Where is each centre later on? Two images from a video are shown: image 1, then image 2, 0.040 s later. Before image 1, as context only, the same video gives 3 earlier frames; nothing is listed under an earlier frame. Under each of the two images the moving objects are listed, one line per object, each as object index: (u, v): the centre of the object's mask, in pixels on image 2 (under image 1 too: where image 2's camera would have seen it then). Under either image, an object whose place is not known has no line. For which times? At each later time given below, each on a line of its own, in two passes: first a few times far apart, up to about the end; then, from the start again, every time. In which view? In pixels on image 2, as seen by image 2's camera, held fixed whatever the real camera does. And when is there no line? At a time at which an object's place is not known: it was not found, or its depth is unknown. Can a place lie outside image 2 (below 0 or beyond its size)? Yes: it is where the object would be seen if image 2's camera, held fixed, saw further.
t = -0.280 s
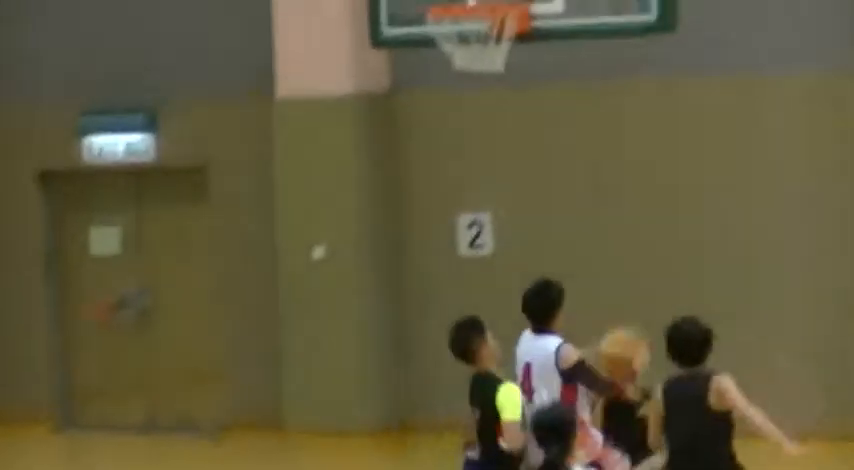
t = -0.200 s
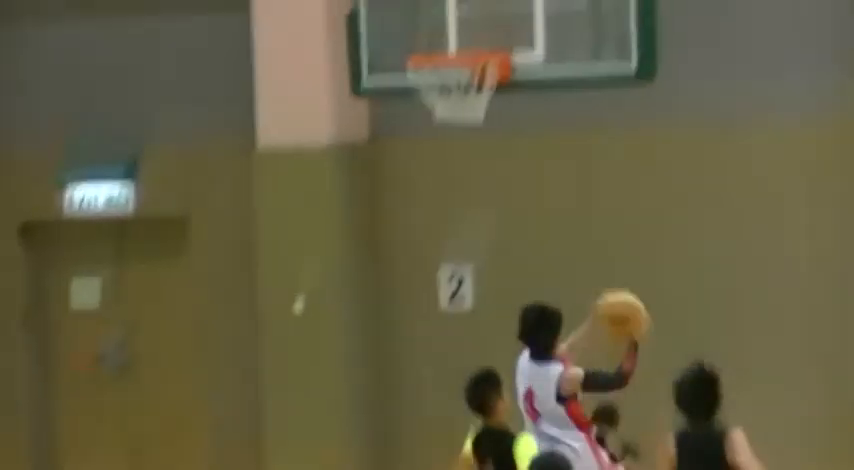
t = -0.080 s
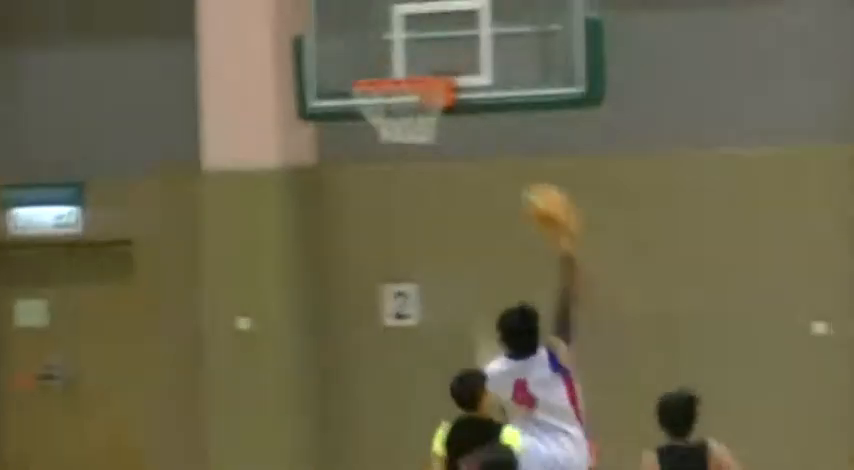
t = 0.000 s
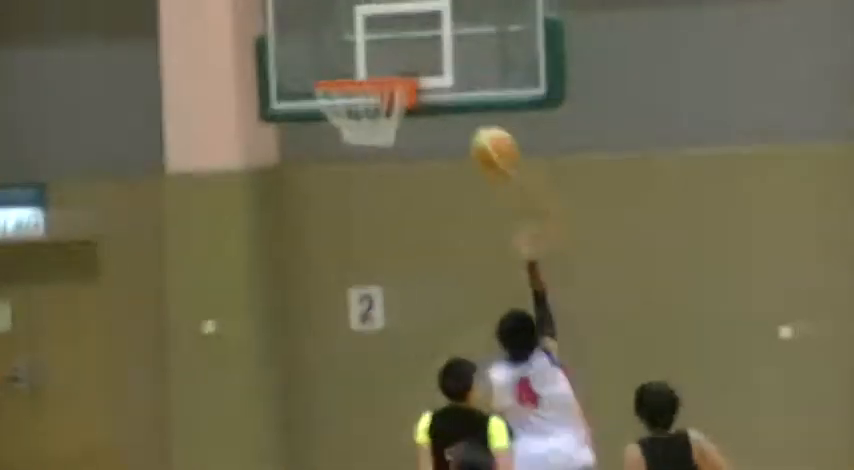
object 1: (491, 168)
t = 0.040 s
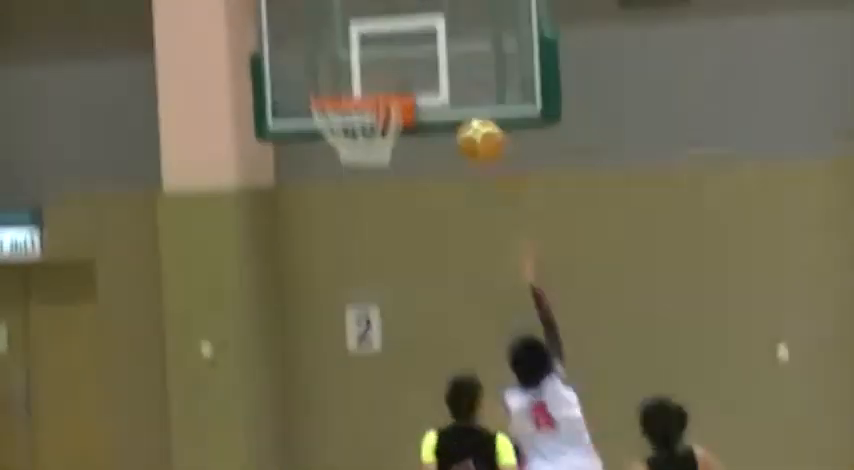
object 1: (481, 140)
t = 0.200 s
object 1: (447, 63)
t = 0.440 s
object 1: (367, 61)
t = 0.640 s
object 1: (371, 119)
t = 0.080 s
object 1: (472, 116)
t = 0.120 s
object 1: (463, 94)
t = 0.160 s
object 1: (455, 76)
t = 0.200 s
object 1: (447, 63)
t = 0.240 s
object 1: (440, 52)
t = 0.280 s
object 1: (424, 47)
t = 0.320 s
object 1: (408, 47)
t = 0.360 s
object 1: (395, 48)
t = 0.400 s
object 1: (381, 53)
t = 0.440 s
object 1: (367, 61)
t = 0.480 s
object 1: (354, 75)
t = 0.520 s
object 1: (338, 84)
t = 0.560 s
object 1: (341, 89)
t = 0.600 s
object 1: (351, 107)
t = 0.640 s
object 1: (371, 119)
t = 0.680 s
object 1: (383, 130)
